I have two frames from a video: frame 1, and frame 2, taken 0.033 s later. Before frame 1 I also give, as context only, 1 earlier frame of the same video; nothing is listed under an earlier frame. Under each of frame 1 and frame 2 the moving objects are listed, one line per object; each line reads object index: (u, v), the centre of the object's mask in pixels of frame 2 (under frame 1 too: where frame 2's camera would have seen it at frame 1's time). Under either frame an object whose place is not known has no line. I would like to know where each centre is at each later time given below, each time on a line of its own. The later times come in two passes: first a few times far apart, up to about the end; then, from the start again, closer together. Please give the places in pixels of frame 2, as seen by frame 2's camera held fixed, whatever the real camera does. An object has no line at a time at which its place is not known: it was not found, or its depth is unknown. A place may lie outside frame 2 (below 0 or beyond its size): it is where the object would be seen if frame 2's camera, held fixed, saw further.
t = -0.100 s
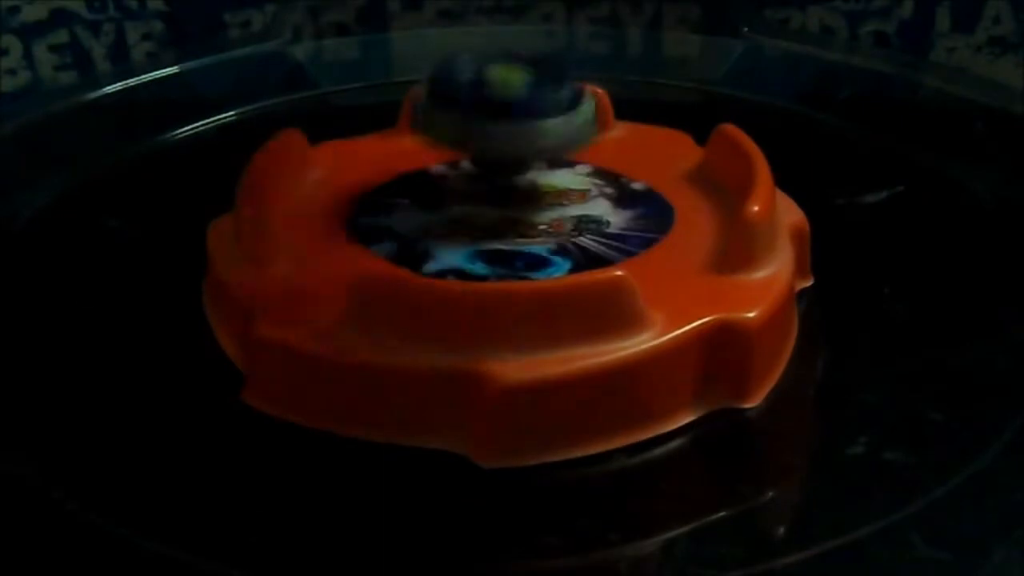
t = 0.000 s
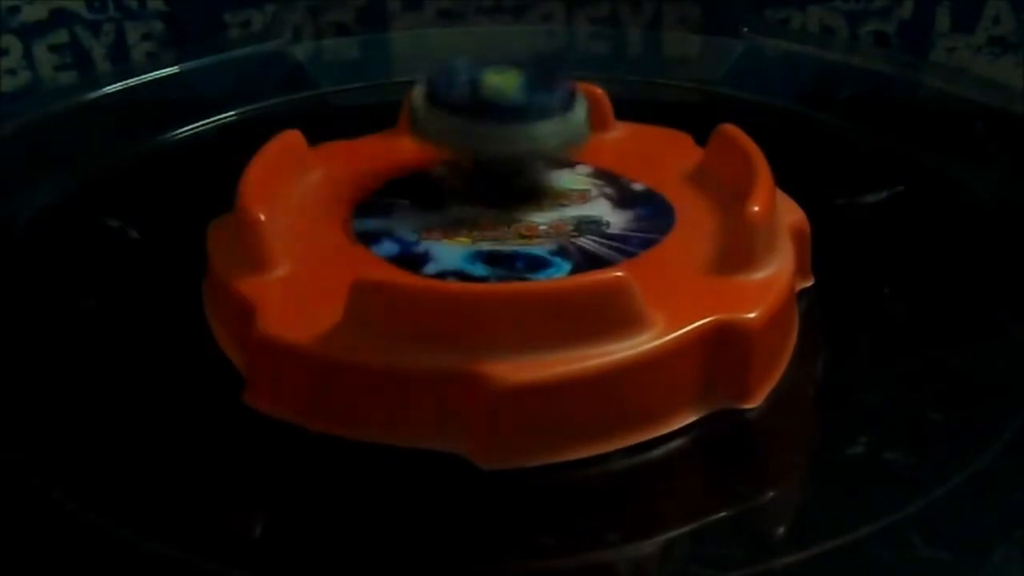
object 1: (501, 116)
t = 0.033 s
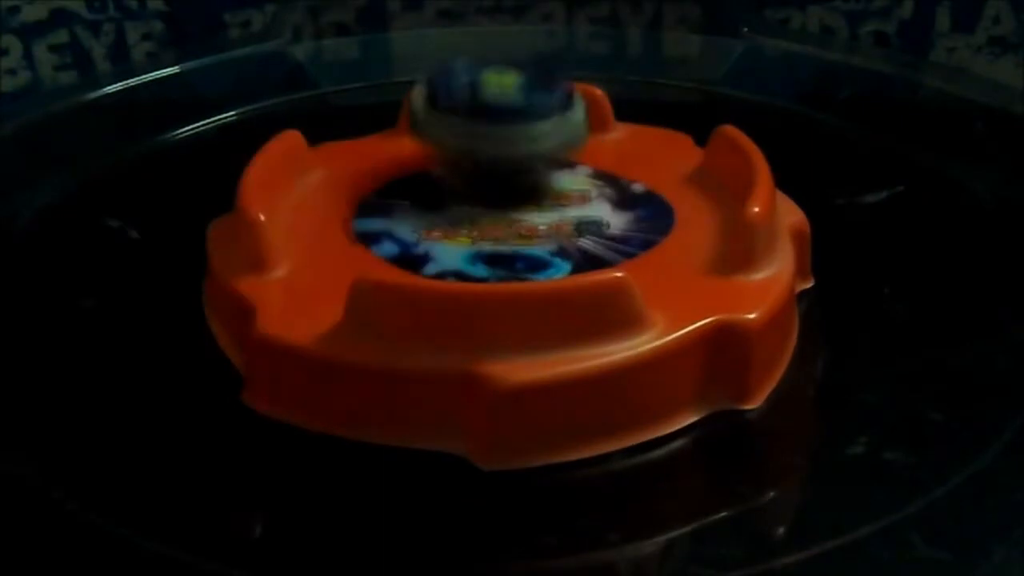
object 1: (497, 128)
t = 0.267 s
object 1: (497, 105)
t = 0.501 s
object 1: (508, 105)
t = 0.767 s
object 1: (524, 116)
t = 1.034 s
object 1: (530, 127)
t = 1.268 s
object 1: (526, 136)
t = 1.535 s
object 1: (506, 155)
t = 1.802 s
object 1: (473, 167)
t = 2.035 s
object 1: (443, 178)
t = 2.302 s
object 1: (405, 188)
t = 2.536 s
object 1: (376, 187)
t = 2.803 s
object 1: (368, 181)
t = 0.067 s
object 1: (497, 106)
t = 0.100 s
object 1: (497, 116)
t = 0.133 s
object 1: (497, 103)
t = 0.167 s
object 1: (497, 108)
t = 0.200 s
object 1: (498, 101)
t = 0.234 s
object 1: (498, 103)
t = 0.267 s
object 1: (497, 105)
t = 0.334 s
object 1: (497, 103)
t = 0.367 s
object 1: (499, 103)
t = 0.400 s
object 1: (501, 103)
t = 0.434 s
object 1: (503, 104)
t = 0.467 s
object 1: (505, 104)
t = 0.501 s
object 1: (508, 105)
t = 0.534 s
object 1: (511, 106)
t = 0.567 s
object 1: (513, 107)
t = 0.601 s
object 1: (516, 108)
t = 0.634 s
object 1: (518, 108)
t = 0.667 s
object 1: (519, 110)
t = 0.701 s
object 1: (521, 111)
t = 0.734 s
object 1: (523, 115)
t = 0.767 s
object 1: (524, 116)
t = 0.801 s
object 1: (525, 117)
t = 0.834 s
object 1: (526, 119)
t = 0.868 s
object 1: (527, 119)
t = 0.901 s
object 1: (528, 121)
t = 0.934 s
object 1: (529, 122)
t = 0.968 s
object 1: (529, 123)
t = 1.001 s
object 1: (530, 125)
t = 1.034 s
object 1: (530, 127)
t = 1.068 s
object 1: (530, 129)
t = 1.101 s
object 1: (530, 131)
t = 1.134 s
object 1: (530, 132)
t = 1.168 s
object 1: (529, 133)
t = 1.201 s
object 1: (528, 135)
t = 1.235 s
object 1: (527, 138)
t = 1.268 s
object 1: (526, 136)
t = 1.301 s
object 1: (523, 147)
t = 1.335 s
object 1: (521, 149)
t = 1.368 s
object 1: (520, 151)
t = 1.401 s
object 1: (518, 152)
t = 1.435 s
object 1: (516, 152)
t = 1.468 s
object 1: (514, 152)
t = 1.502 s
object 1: (510, 154)
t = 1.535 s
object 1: (506, 155)
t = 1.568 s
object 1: (503, 156)
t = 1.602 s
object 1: (499, 158)
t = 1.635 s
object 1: (494, 160)
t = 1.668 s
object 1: (491, 162)
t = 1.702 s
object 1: (487, 161)
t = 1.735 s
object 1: (482, 163)
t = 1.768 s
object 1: (477, 165)
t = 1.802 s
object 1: (473, 167)
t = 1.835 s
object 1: (469, 170)
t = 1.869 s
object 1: (465, 173)
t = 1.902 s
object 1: (461, 174)
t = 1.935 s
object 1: (457, 175)
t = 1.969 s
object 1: (452, 175)
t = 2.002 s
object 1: (448, 176)
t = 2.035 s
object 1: (443, 178)
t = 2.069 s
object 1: (438, 180)
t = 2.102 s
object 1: (433, 181)
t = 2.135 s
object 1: (428, 184)
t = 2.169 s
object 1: (422, 184)
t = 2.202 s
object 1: (418, 186)
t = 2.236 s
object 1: (414, 186)
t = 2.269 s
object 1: (409, 185)
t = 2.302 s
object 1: (405, 188)
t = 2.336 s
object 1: (401, 186)
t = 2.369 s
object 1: (397, 188)
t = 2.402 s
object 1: (393, 188)
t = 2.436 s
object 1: (389, 188)
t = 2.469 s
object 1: (384, 188)
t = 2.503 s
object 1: (380, 187)
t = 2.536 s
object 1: (376, 187)
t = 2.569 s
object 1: (372, 188)
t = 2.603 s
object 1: (370, 186)
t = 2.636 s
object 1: (367, 186)
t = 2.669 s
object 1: (366, 186)
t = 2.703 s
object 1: (367, 185)
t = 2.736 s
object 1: (368, 184)
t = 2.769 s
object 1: (368, 182)
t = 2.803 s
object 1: (368, 181)
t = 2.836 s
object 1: (368, 180)
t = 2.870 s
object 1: (369, 179)
